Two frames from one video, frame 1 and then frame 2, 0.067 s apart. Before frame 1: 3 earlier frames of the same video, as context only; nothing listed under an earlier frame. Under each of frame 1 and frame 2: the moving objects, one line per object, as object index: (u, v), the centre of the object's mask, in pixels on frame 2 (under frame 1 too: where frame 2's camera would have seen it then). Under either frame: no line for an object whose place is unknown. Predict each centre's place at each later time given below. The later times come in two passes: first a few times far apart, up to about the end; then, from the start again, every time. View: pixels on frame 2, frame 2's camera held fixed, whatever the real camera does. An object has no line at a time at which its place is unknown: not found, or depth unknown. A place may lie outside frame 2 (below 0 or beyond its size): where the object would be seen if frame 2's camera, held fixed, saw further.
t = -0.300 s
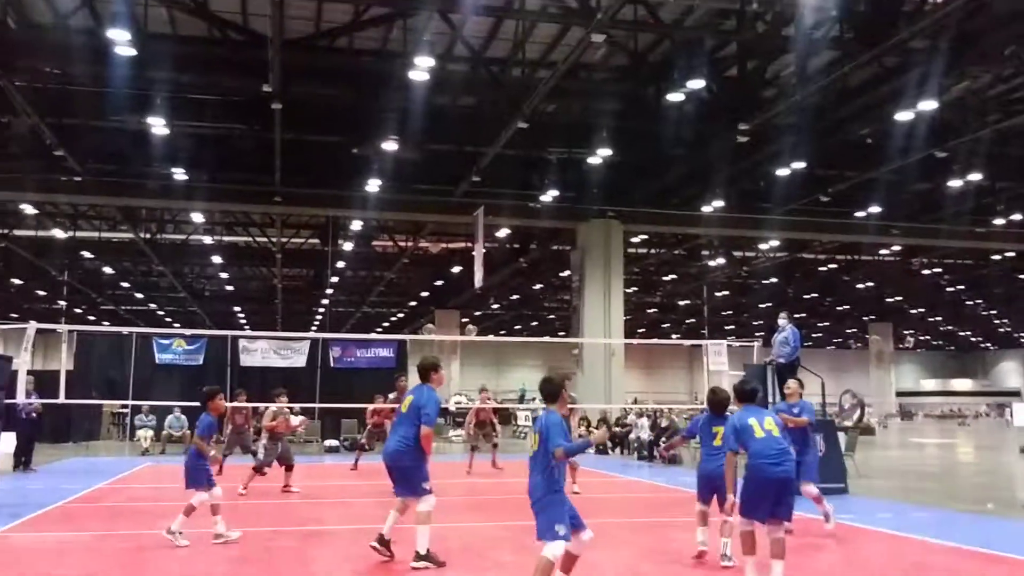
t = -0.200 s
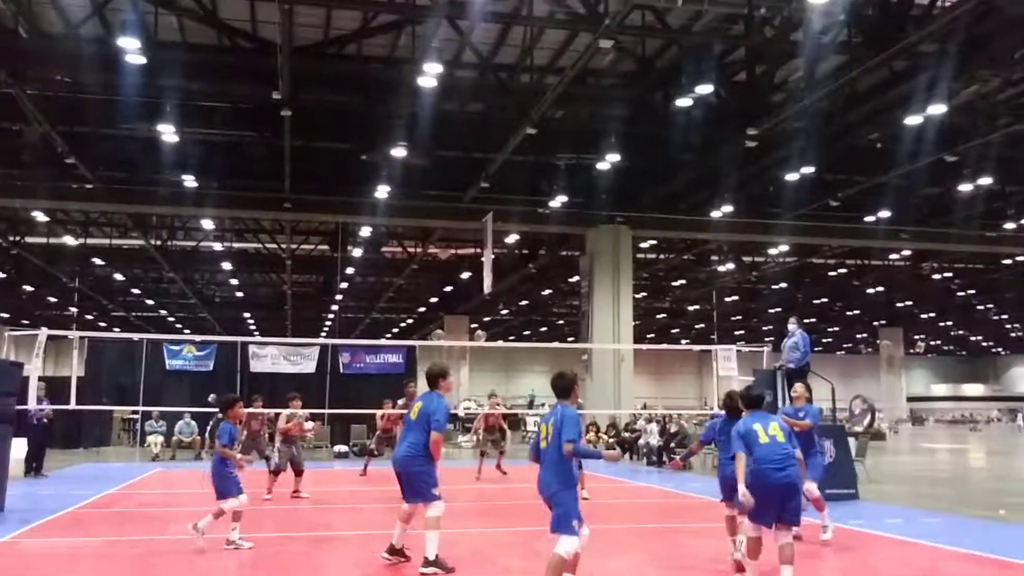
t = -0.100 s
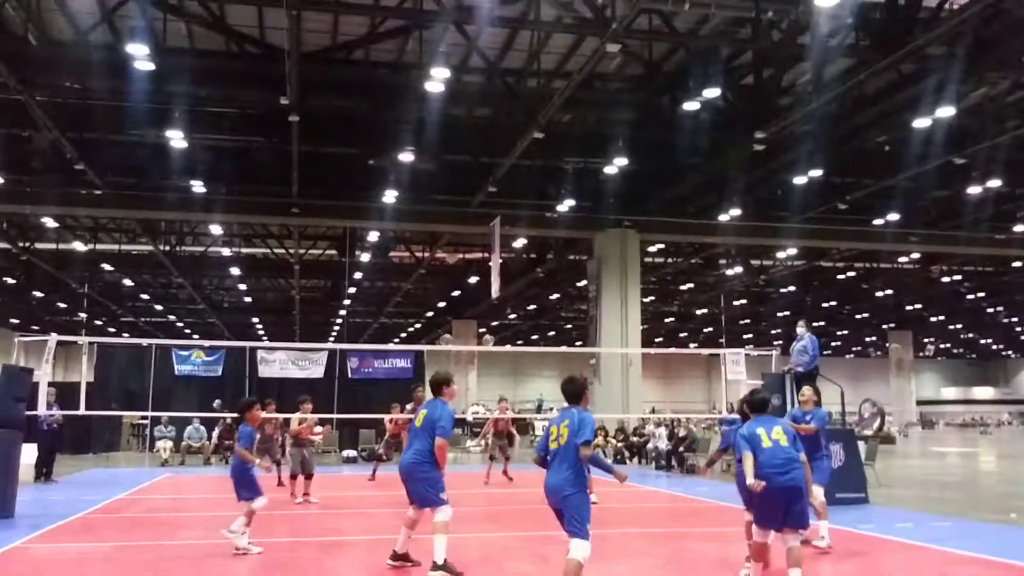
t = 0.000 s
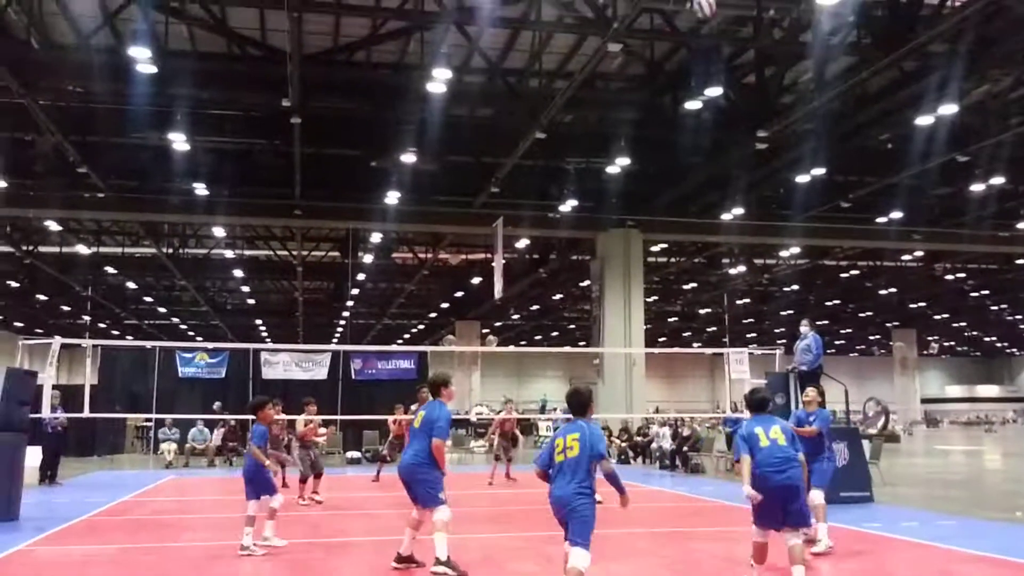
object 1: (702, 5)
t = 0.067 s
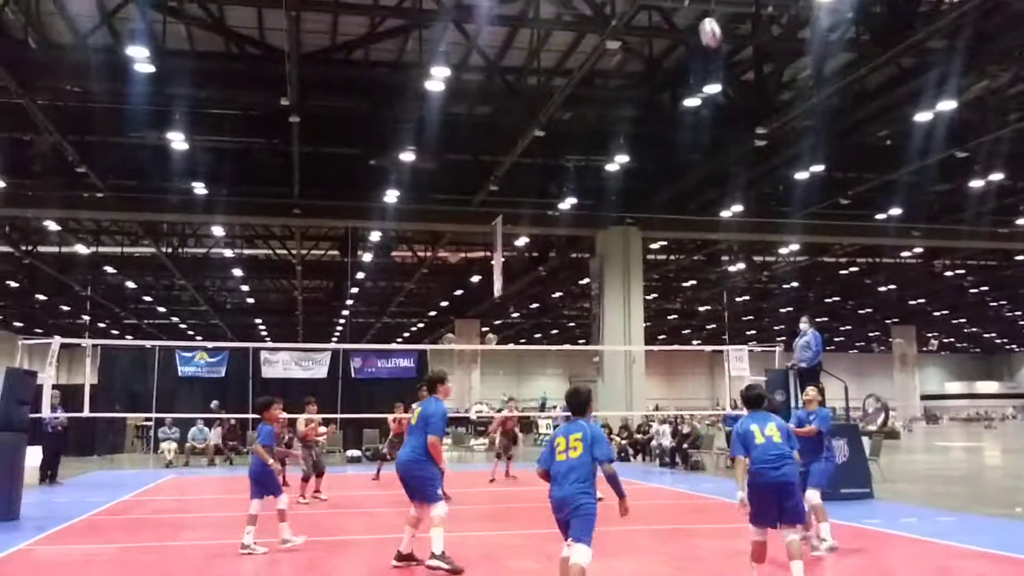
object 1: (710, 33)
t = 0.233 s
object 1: (730, 132)
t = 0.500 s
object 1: (762, 340)
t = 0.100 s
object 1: (714, 51)
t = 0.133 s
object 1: (718, 69)
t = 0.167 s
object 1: (722, 89)
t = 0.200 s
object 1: (726, 110)
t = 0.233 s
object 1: (730, 132)
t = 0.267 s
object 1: (734, 155)
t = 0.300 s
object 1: (738, 178)
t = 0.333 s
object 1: (742, 202)
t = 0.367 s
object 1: (745, 227)
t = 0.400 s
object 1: (750, 254)
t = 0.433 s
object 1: (753, 283)
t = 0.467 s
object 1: (758, 313)
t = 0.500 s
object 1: (762, 340)
